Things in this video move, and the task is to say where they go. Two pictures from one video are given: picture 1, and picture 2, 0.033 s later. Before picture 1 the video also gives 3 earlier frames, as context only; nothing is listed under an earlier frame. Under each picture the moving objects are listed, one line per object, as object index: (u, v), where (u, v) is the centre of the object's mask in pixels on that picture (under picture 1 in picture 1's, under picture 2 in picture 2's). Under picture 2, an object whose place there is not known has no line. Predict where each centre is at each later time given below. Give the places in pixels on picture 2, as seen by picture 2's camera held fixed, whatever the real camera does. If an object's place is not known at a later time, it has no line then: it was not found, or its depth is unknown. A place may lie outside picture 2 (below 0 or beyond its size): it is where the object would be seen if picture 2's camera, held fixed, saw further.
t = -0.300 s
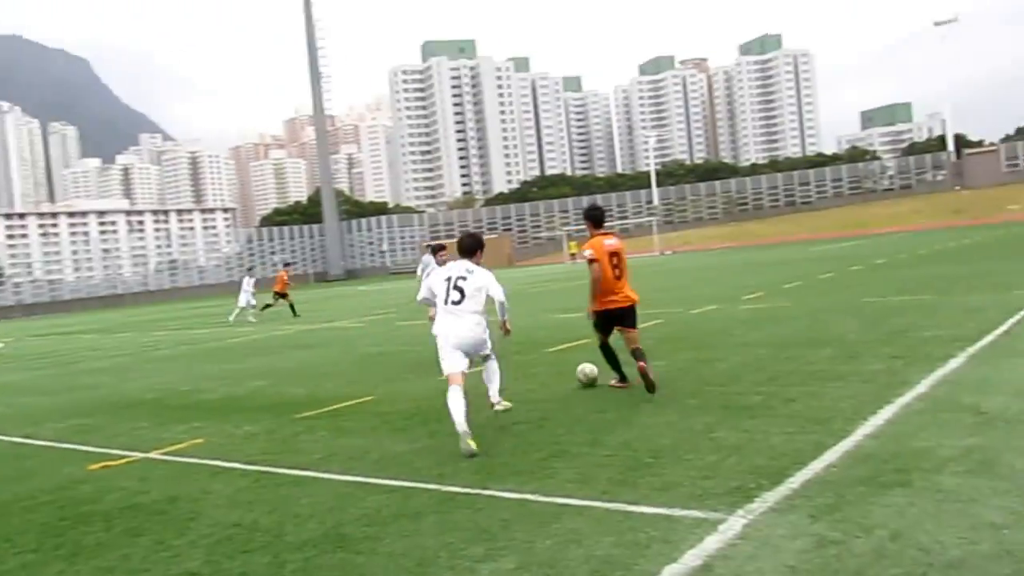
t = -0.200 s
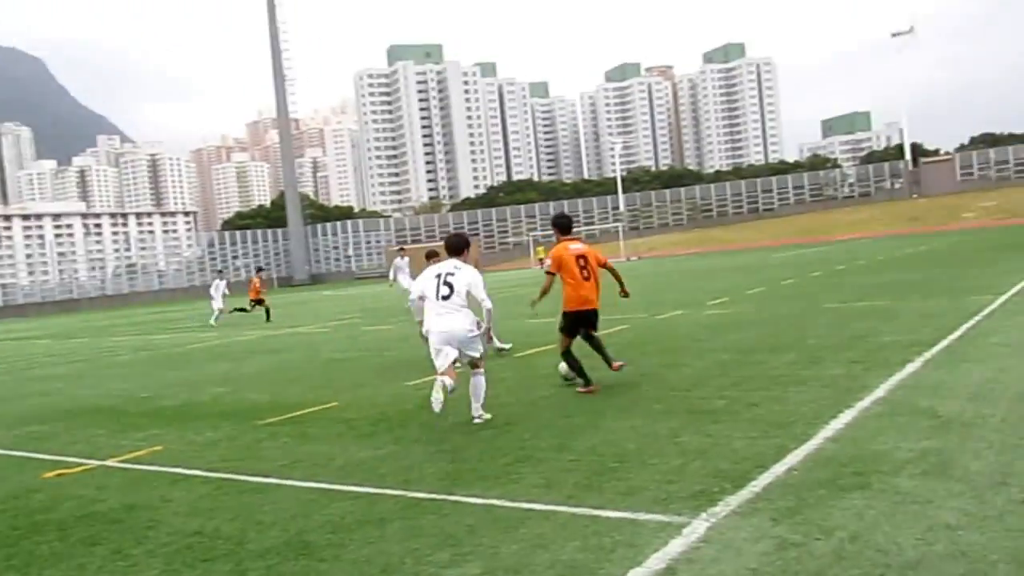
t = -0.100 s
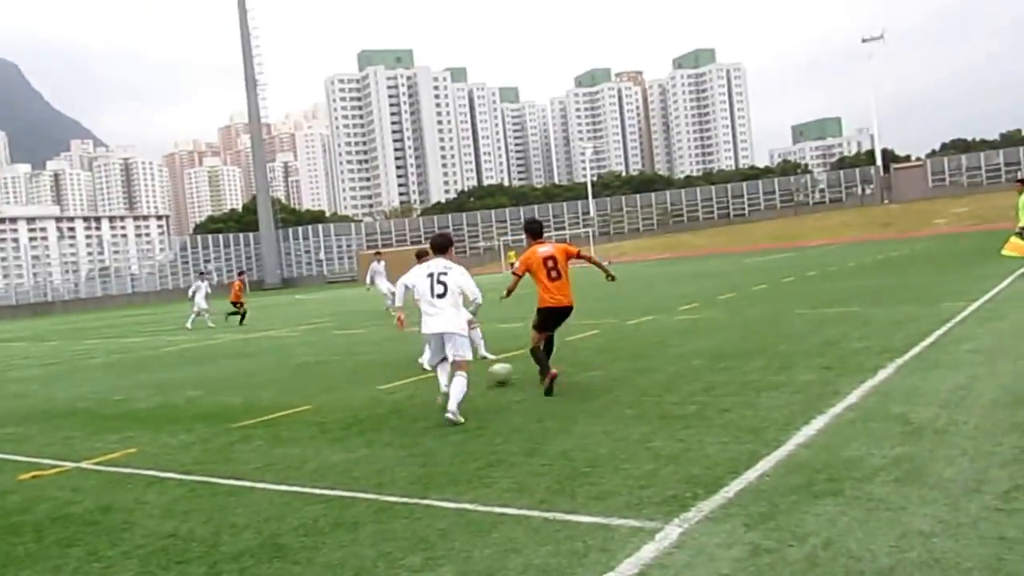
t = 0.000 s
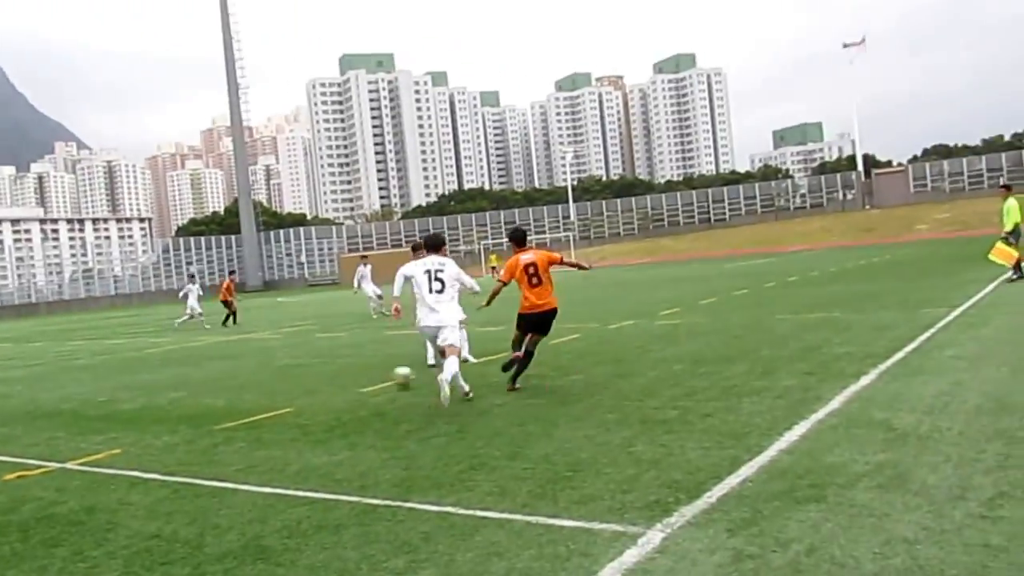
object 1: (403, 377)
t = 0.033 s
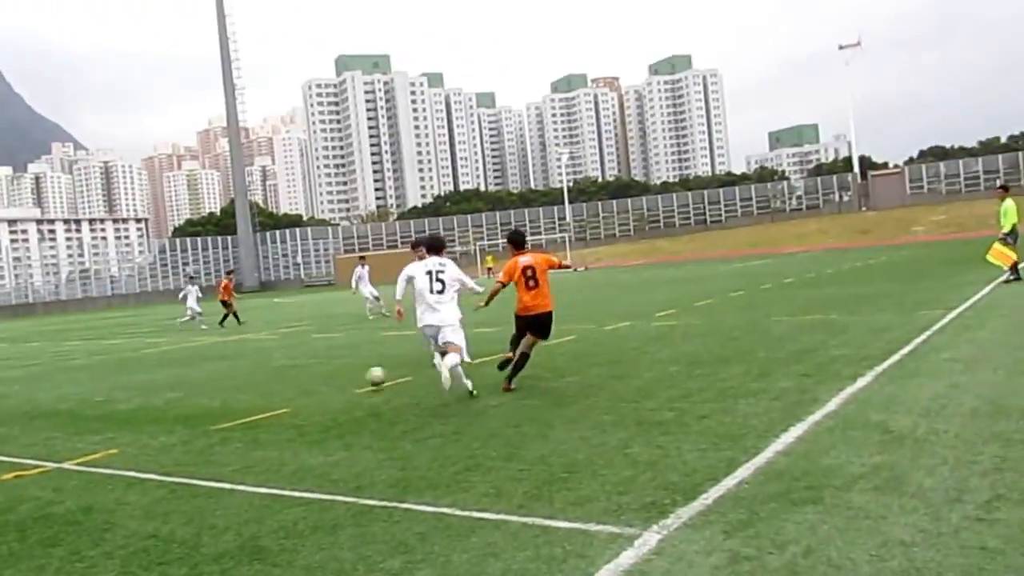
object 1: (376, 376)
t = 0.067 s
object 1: (354, 378)
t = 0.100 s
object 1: (333, 382)
